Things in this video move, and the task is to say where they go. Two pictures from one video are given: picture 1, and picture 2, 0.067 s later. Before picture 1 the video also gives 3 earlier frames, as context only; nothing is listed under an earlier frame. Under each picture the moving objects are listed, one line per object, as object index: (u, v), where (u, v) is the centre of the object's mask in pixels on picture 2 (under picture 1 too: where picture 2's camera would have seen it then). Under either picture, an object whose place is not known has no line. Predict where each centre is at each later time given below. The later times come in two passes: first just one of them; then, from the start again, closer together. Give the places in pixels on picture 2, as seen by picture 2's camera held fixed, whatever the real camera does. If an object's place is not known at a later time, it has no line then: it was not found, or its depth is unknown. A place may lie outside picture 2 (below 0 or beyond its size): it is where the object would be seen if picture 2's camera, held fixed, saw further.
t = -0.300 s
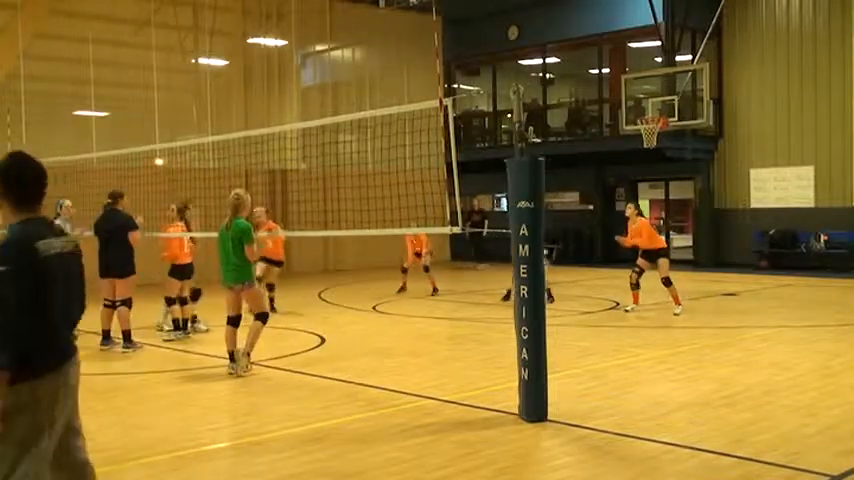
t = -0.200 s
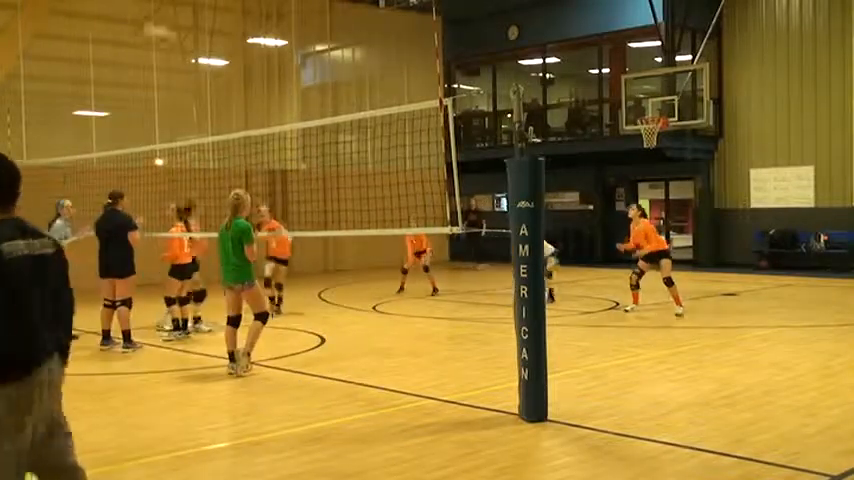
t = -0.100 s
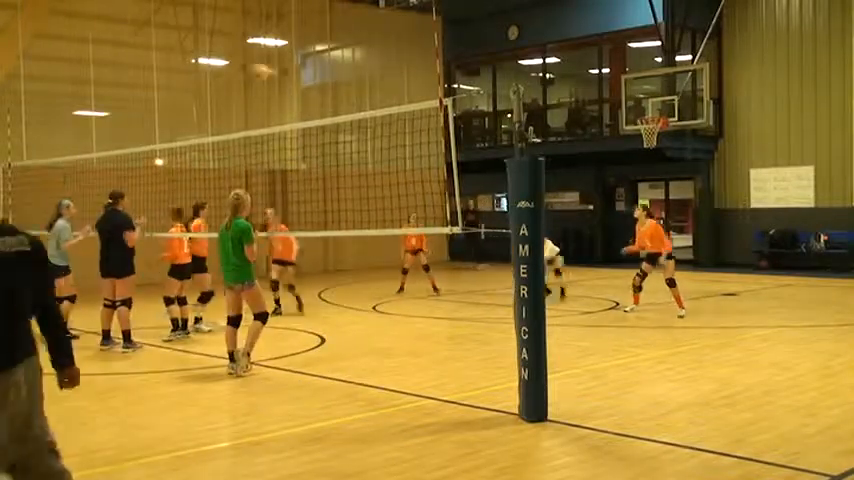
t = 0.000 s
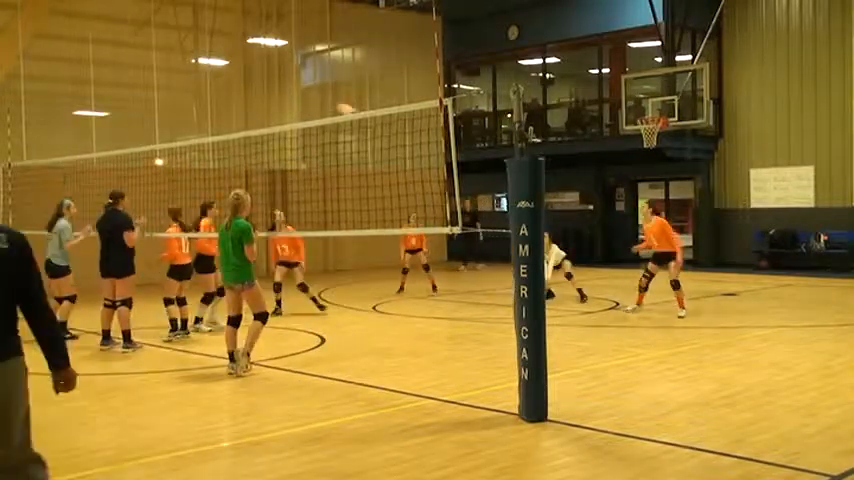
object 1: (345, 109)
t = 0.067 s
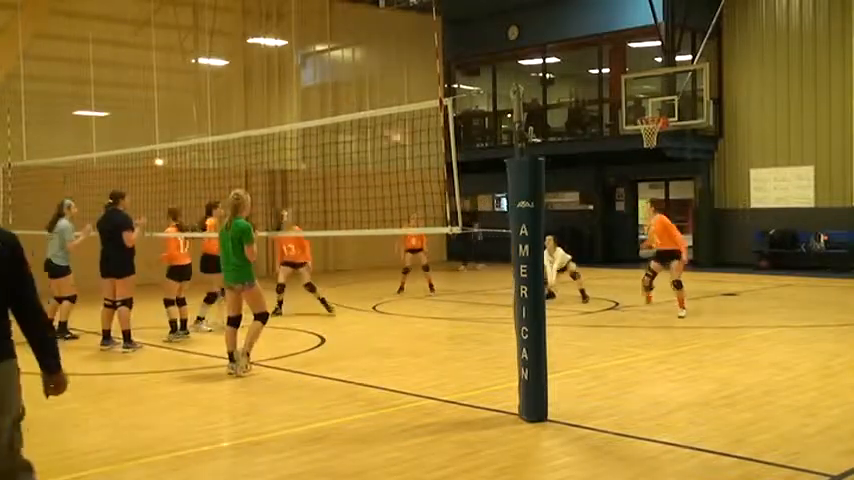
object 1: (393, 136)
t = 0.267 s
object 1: (506, 228)
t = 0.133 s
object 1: (438, 167)
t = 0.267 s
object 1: (506, 228)
